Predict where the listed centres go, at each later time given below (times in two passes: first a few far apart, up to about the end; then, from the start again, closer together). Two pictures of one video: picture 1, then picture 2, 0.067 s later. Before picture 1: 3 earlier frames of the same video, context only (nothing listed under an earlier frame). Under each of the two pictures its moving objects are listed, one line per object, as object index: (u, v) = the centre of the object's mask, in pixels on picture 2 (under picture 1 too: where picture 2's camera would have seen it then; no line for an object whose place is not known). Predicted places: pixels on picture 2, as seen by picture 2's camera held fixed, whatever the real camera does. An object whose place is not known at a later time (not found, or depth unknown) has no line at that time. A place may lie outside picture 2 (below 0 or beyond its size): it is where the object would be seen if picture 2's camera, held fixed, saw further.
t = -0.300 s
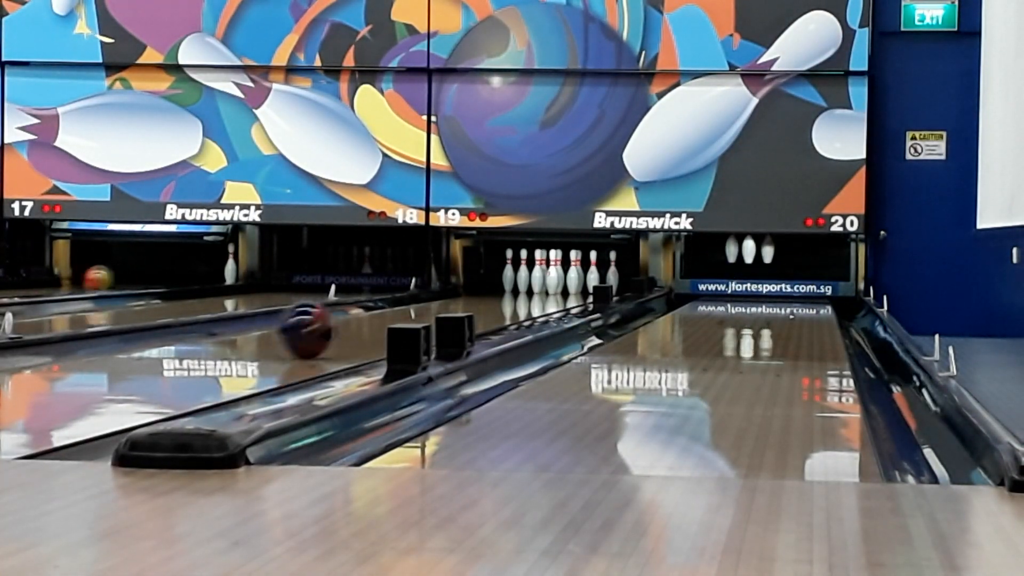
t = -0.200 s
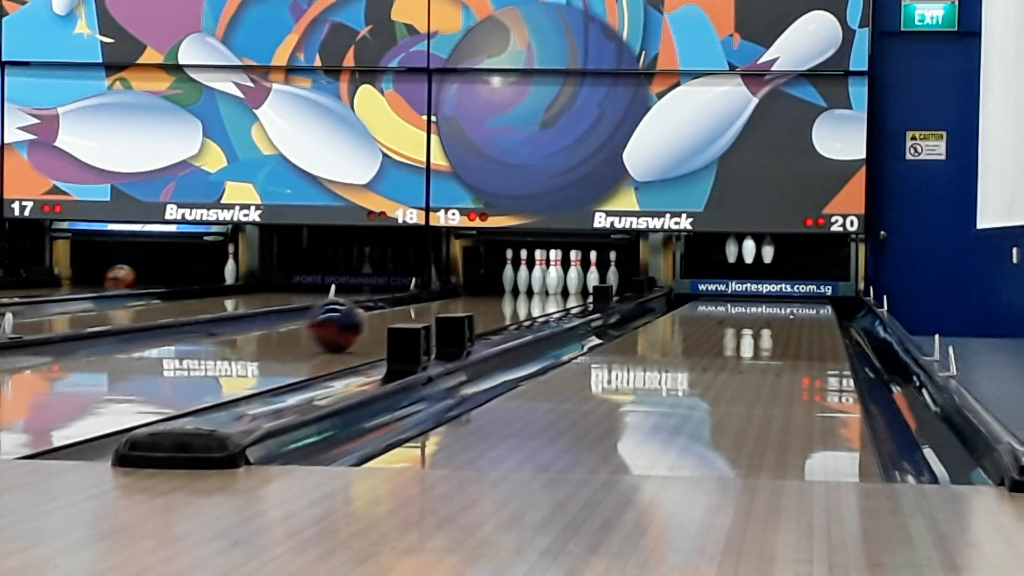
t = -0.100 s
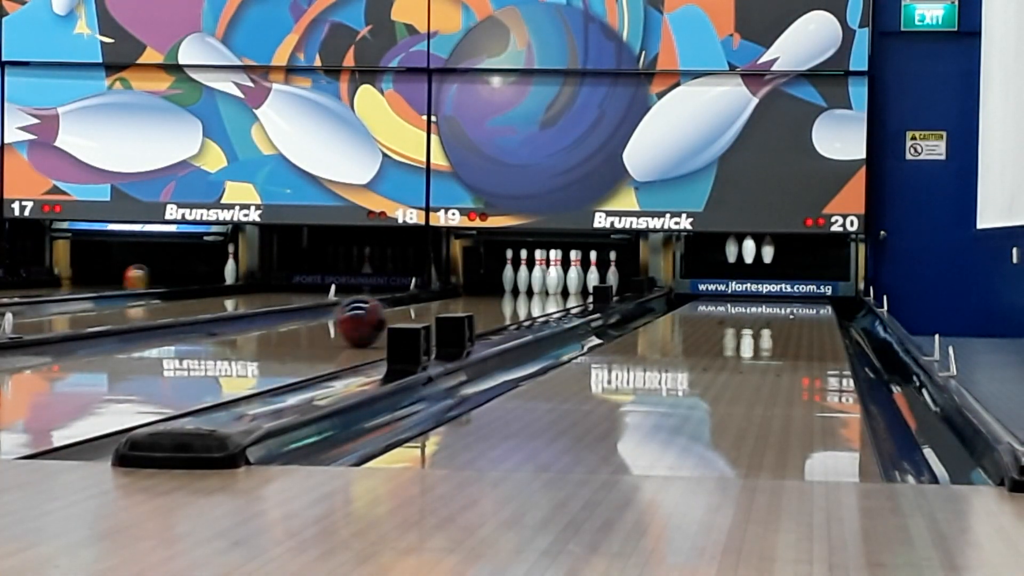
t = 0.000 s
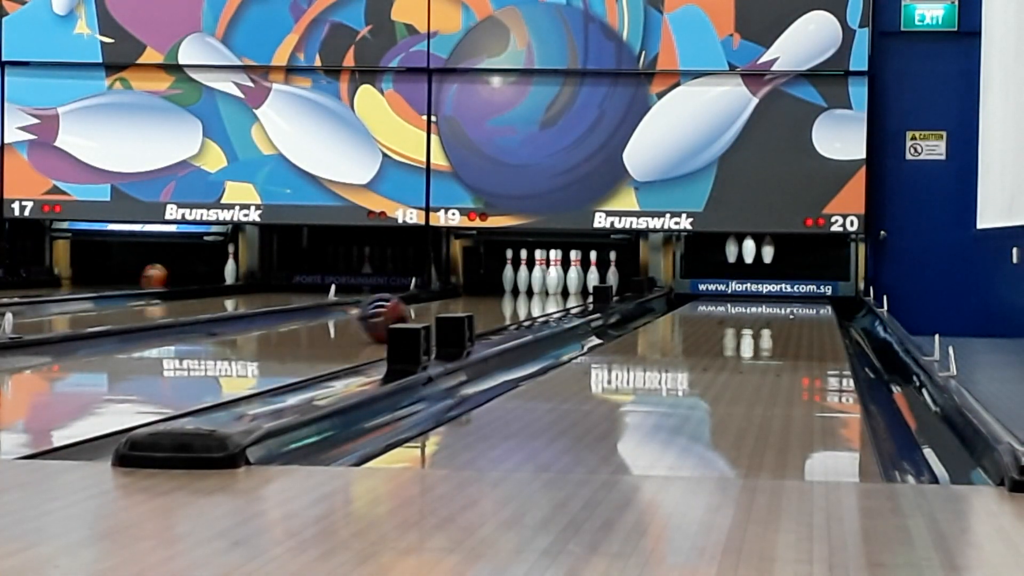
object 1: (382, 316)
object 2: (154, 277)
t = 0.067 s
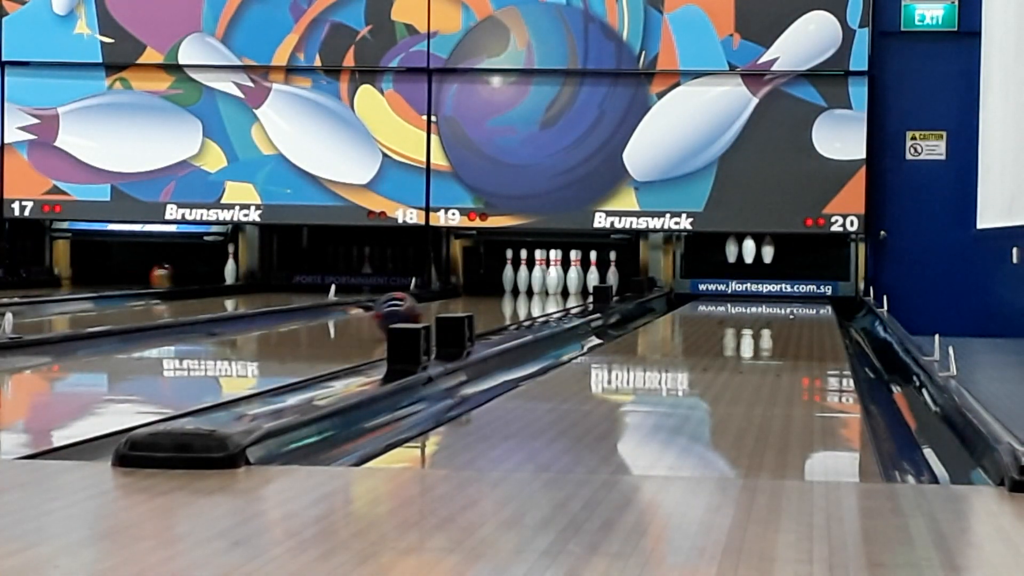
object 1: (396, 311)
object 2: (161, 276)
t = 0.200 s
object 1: (421, 307)
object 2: (175, 276)
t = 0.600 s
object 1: (480, 301)
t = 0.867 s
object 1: (505, 297)
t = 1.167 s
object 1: (525, 293)
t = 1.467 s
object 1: (535, 290)
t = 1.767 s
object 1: (537, 286)
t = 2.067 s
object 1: (537, 284)
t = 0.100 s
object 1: (403, 309)
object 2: (166, 276)
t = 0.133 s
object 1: (410, 308)
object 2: (172, 277)
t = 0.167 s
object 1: (415, 307)
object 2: (174, 277)
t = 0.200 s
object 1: (421, 307)
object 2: (175, 276)
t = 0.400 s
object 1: (453, 301)
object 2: (196, 274)
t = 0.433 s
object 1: (459, 301)
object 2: (199, 274)
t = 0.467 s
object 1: (463, 301)
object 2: (199, 274)
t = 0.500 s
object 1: (468, 301)
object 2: (204, 274)
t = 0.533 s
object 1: (472, 302)
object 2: (209, 275)
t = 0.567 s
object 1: (476, 302)
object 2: (211, 275)
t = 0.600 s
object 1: (480, 301)
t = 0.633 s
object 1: (483, 301)
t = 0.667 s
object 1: (487, 301)
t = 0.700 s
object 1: (490, 300)
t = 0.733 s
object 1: (494, 300)
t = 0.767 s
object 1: (497, 299)
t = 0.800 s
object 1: (500, 298)
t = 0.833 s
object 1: (502, 298)
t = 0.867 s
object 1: (505, 297)
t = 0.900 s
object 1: (508, 297)
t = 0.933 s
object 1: (511, 297)
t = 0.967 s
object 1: (513, 296)
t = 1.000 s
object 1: (516, 295)
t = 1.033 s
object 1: (518, 295)
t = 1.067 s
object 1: (520, 295)
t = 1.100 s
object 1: (522, 294)
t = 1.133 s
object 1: (524, 294)
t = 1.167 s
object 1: (525, 293)
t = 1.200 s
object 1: (527, 293)
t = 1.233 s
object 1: (529, 292)
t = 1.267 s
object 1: (529, 292)
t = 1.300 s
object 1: (531, 291)
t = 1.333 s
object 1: (531, 291)
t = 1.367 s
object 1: (533, 291)
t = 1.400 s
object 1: (534, 290)
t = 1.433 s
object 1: (535, 290)
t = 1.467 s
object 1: (535, 290)
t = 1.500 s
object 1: (536, 289)
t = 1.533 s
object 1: (536, 289)
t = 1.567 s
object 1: (536, 288)
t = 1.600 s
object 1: (537, 288)
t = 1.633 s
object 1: (537, 287)
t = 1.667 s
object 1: (537, 287)
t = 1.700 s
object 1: (537, 287)
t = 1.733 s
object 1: (537, 287)
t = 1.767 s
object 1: (537, 286)
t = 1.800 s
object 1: (537, 286)
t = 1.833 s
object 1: (537, 286)
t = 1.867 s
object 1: (537, 286)
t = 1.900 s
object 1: (537, 285)
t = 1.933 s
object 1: (537, 285)
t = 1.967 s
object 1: (537, 285)
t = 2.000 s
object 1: (537, 285)
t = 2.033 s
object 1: (537, 285)
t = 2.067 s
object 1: (537, 284)
